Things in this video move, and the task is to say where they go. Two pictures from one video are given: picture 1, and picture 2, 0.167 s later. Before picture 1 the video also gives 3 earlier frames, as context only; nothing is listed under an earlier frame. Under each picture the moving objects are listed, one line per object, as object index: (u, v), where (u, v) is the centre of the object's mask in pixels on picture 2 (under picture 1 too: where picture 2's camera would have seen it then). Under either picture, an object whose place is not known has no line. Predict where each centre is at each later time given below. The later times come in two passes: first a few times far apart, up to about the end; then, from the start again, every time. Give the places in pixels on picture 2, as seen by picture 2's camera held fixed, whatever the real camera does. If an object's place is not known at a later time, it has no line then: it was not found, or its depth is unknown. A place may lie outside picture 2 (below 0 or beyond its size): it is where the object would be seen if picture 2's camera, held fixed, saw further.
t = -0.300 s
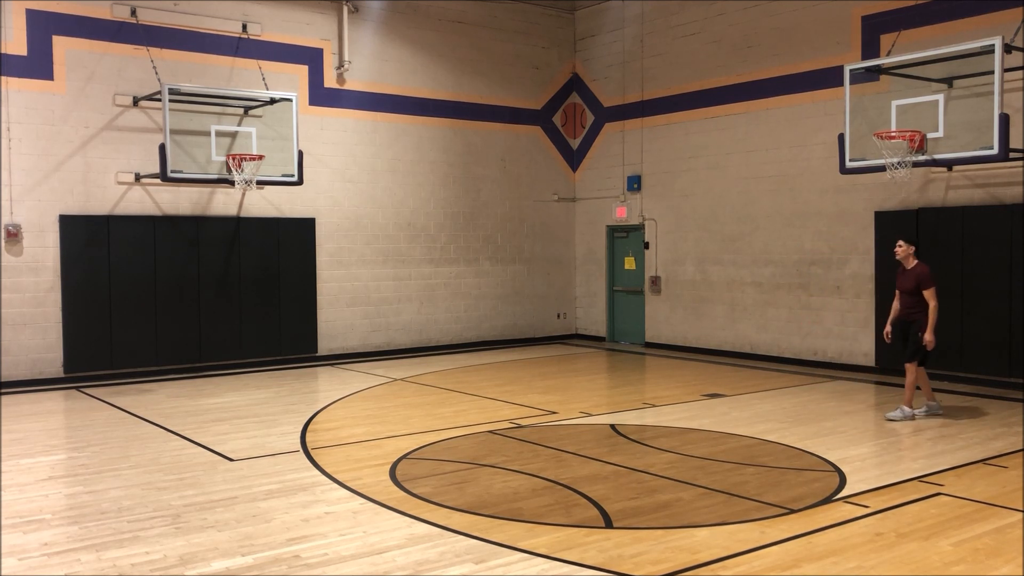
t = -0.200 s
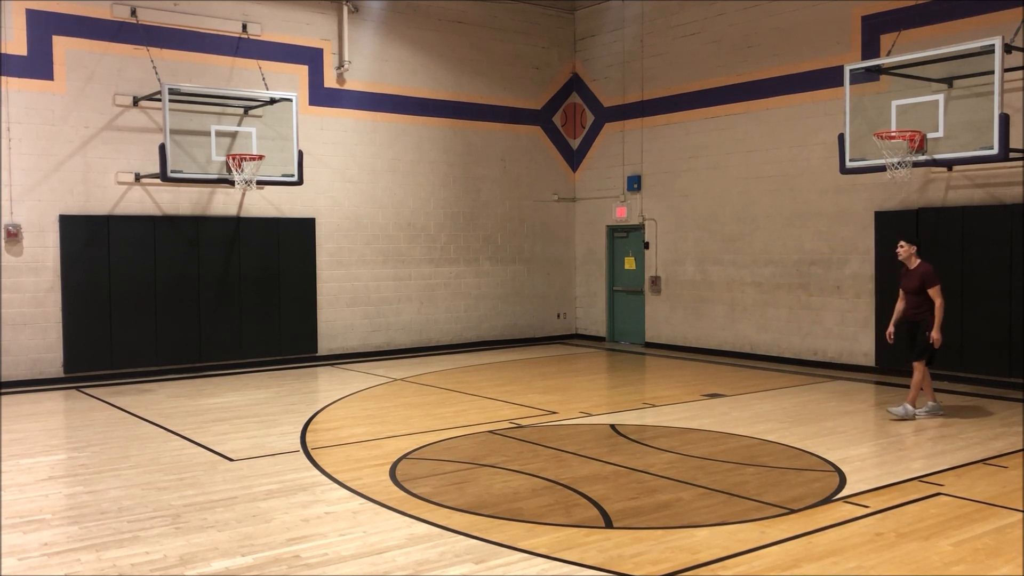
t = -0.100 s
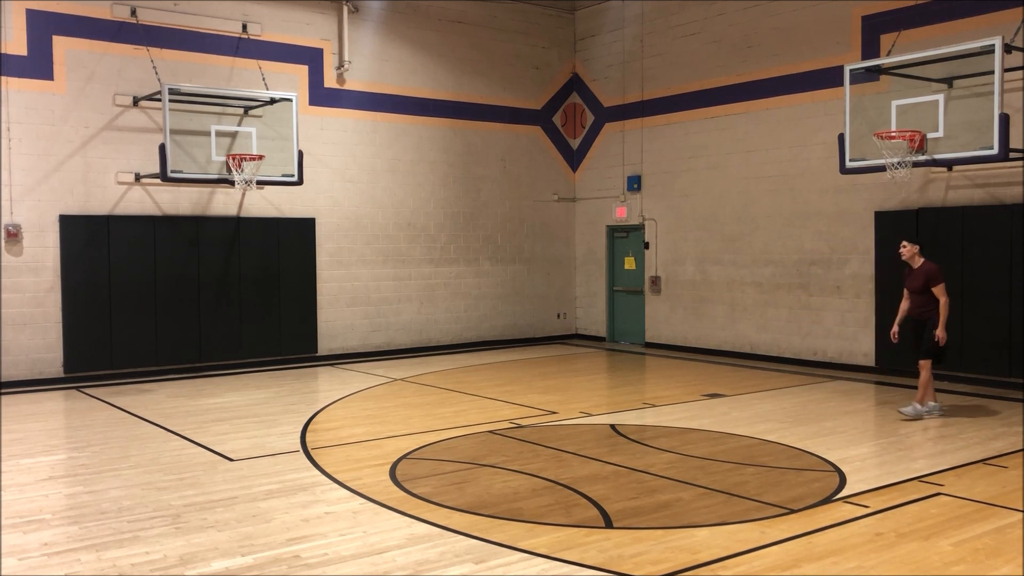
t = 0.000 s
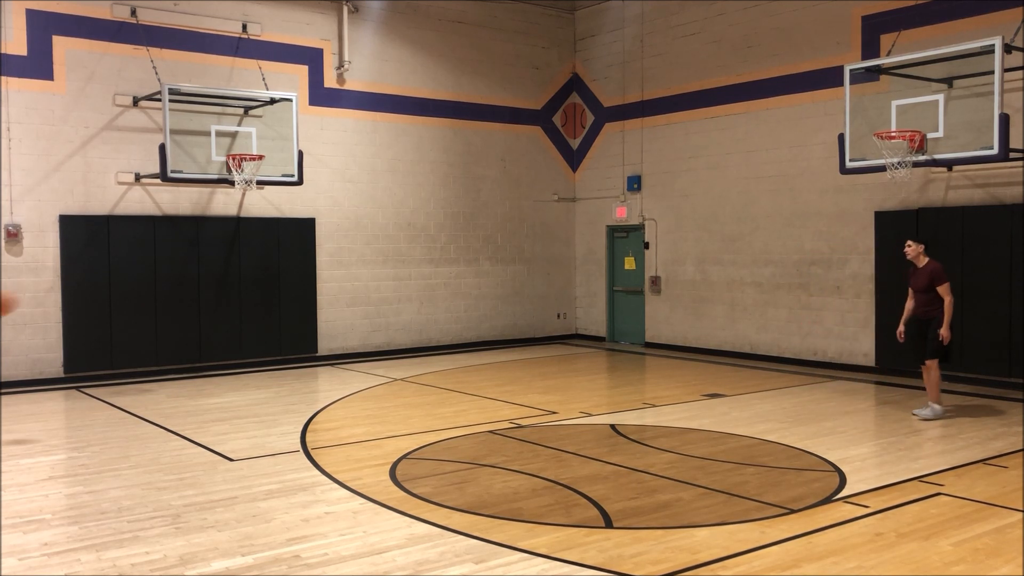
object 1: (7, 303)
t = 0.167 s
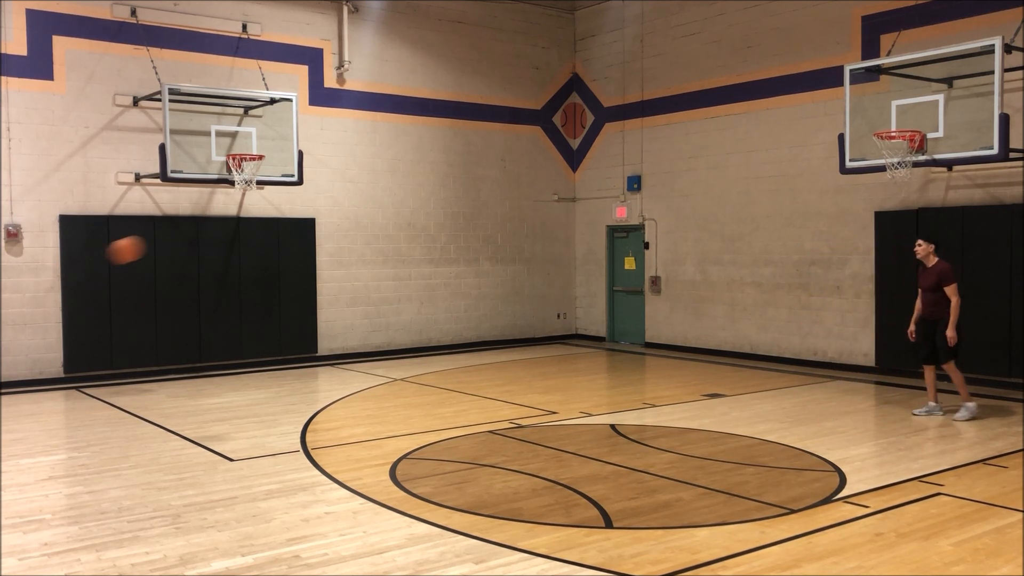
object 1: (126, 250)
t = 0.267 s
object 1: (200, 232)
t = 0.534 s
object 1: (391, 234)
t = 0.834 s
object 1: (589, 318)
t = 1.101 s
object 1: (740, 376)
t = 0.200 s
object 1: (151, 243)
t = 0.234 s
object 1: (175, 236)
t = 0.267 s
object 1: (200, 232)
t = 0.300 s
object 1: (224, 228)
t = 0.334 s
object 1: (248, 226)
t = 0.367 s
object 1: (272, 225)
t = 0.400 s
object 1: (296, 225)
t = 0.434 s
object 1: (320, 225)
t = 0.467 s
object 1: (343, 227)
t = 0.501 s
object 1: (368, 230)
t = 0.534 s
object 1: (391, 234)
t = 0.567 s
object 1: (414, 239)
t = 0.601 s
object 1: (437, 246)
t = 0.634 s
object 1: (459, 253)
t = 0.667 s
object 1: (481, 261)
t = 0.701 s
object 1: (503, 271)
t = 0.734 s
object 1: (524, 281)
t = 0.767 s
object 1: (546, 292)
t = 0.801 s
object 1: (567, 304)
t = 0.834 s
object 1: (589, 318)
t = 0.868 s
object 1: (610, 333)
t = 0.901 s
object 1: (630, 347)
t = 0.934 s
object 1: (651, 366)
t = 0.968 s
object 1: (672, 385)
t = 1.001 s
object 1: (692, 402)
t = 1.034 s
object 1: (710, 404)
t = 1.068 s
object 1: (726, 388)
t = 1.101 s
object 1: (740, 376)
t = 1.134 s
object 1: (755, 364)
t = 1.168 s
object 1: (770, 353)
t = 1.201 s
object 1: (785, 343)
